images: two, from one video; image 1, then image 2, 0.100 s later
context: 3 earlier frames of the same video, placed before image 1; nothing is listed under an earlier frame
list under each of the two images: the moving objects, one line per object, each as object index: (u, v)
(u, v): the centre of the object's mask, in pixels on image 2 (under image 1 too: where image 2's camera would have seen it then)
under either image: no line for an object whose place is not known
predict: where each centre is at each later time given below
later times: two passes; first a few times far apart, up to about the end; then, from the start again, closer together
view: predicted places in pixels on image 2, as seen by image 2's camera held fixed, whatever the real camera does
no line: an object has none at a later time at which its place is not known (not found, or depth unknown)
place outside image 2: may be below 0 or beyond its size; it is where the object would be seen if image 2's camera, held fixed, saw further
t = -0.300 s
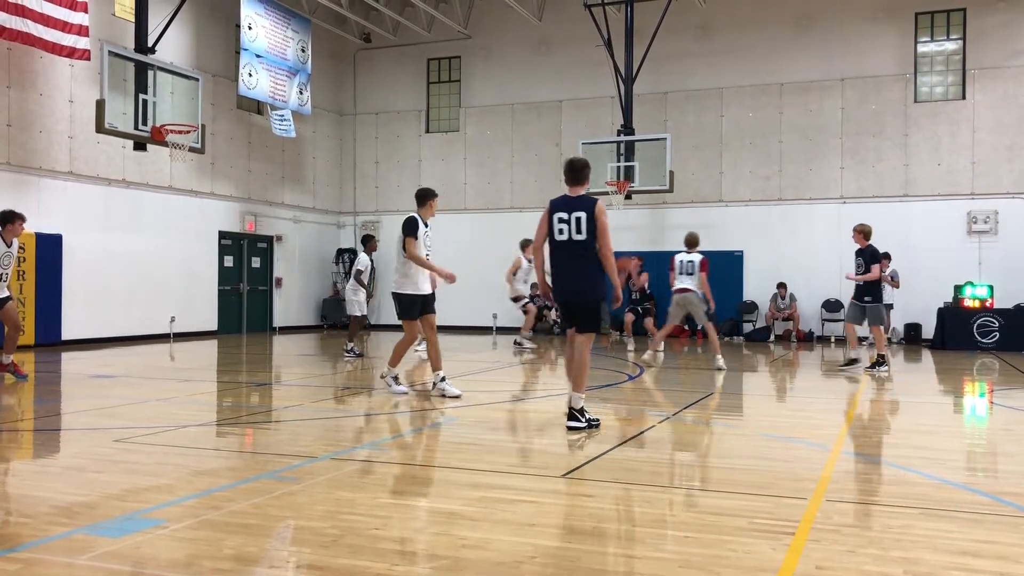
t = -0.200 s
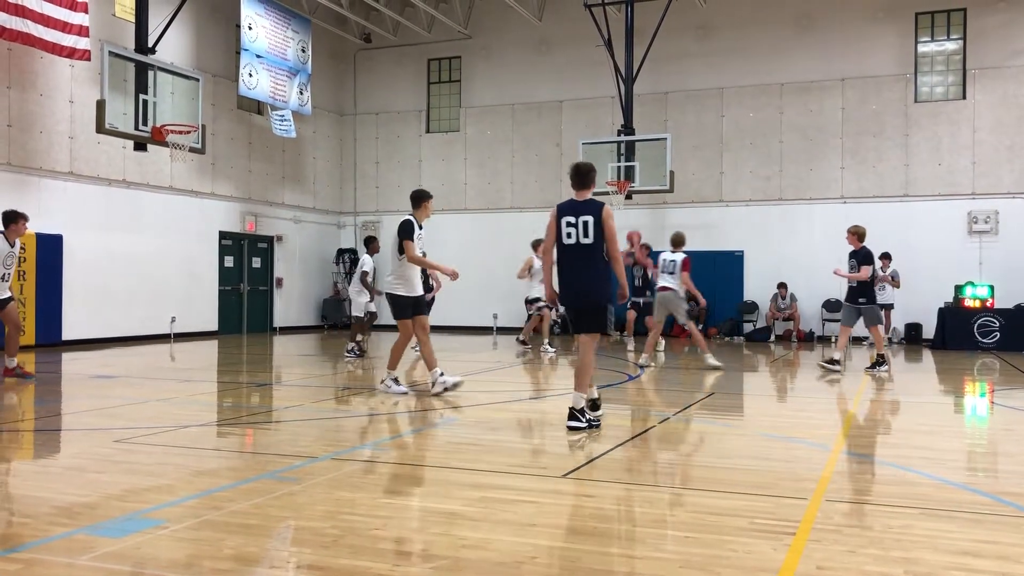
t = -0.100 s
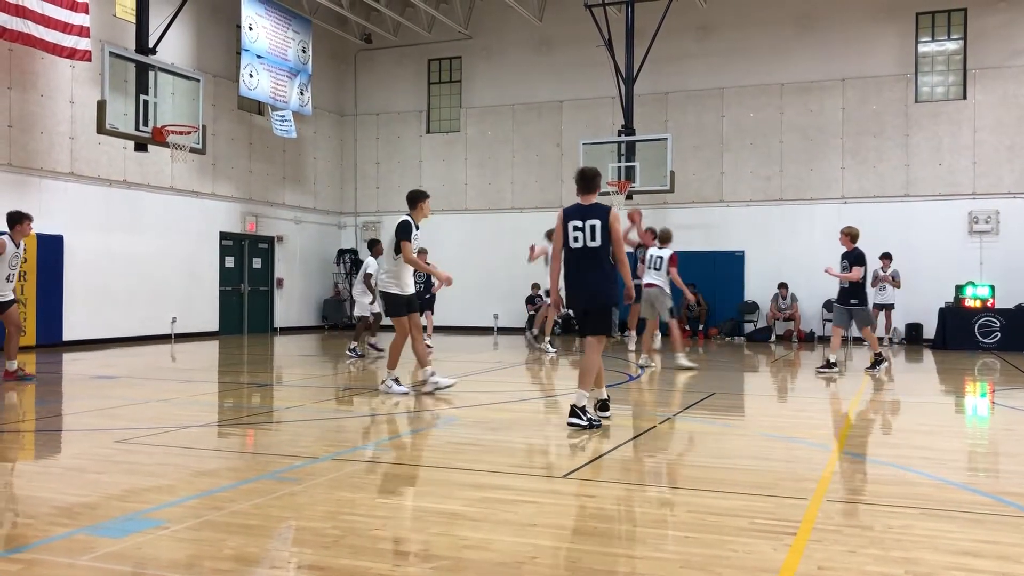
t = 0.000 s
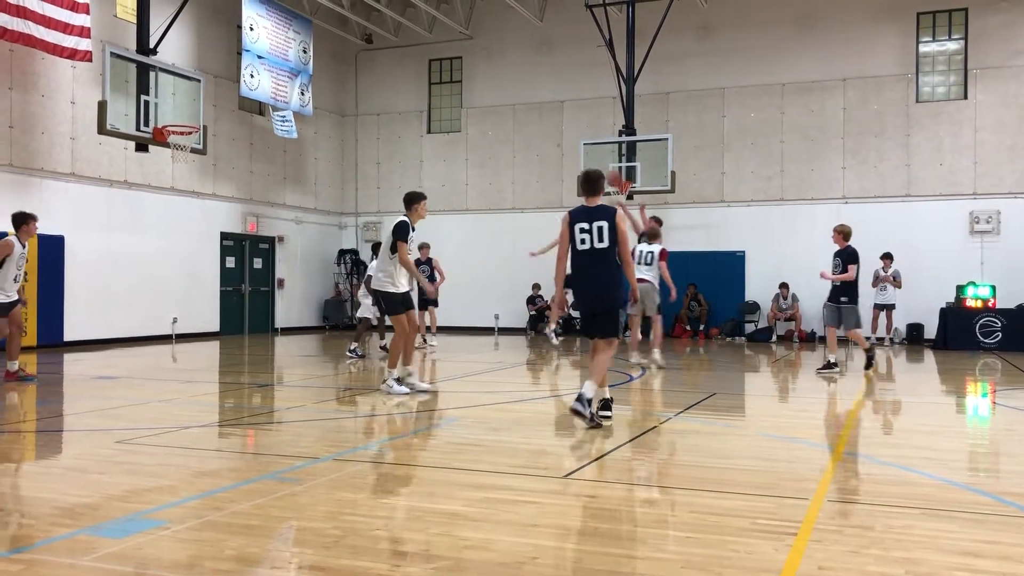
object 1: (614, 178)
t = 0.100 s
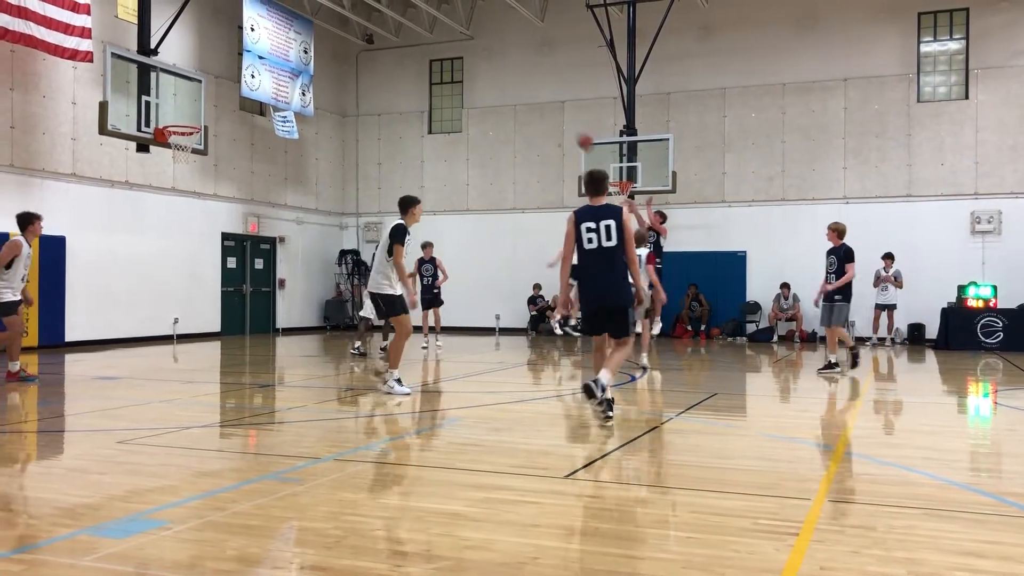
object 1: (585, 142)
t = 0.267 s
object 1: (532, 90)
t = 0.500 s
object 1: (456, 43)
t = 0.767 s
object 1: (365, 31)
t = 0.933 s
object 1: (303, 47)
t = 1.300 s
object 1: (188, 109)
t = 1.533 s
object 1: (177, 110)
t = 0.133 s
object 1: (574, 129)
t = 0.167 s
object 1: (564, 119)
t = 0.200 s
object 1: (554, 109)
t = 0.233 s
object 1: (543, 100)
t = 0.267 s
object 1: (532, 90)
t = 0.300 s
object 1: (522, 82)
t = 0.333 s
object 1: (512, 75)
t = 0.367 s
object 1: (500, 66)
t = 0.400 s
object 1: (490, 59)
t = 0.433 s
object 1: (479, 54)
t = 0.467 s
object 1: (468, 48)
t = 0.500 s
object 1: (456, 43)
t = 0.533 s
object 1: (446, 40)
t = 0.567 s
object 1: (434, 35)
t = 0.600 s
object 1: (423, 33)
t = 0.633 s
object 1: (411, 32)
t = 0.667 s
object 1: (400, 30)
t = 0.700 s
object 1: (388, 30)
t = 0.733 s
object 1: (377, 30)
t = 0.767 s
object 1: (365, 31)
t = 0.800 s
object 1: (351, 31)
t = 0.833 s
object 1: (340, 34)
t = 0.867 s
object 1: (326, 39)
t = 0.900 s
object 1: (315, 42)
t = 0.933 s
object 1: (303, 47)
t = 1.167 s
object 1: (207, 107)
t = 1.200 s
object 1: (193, 118)
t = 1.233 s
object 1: (191, 117)
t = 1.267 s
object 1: (189, 113)
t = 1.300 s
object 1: (188, 109)
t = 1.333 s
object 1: (186, 107)
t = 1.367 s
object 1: (185, 105)
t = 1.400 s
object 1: (184, 105)
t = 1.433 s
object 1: (182, 105)
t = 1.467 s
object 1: (181, 105)
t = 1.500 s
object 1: (179, 107)
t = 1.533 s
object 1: (177, 110)
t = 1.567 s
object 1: (176, 114)
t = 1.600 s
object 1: (174, 118)
